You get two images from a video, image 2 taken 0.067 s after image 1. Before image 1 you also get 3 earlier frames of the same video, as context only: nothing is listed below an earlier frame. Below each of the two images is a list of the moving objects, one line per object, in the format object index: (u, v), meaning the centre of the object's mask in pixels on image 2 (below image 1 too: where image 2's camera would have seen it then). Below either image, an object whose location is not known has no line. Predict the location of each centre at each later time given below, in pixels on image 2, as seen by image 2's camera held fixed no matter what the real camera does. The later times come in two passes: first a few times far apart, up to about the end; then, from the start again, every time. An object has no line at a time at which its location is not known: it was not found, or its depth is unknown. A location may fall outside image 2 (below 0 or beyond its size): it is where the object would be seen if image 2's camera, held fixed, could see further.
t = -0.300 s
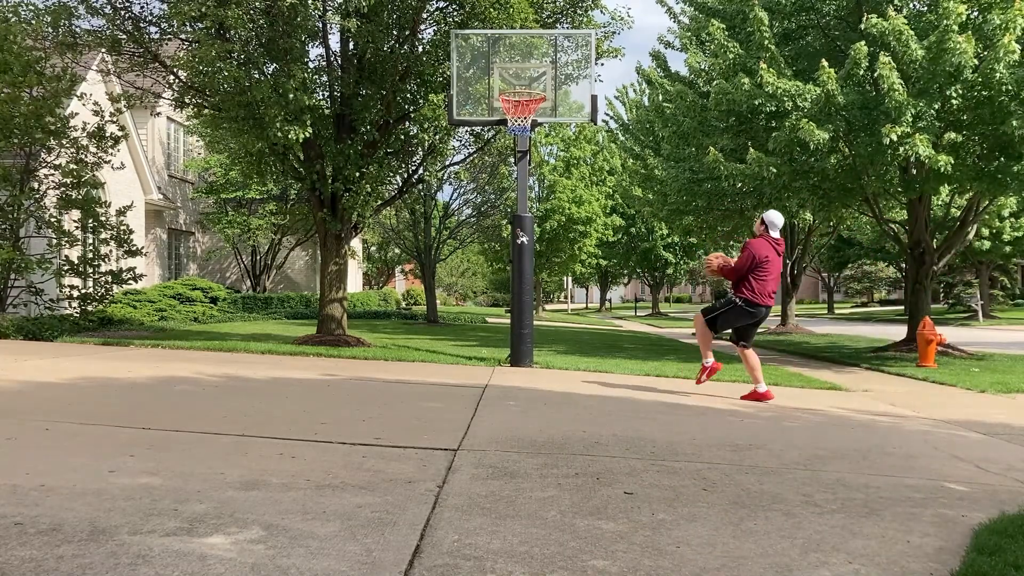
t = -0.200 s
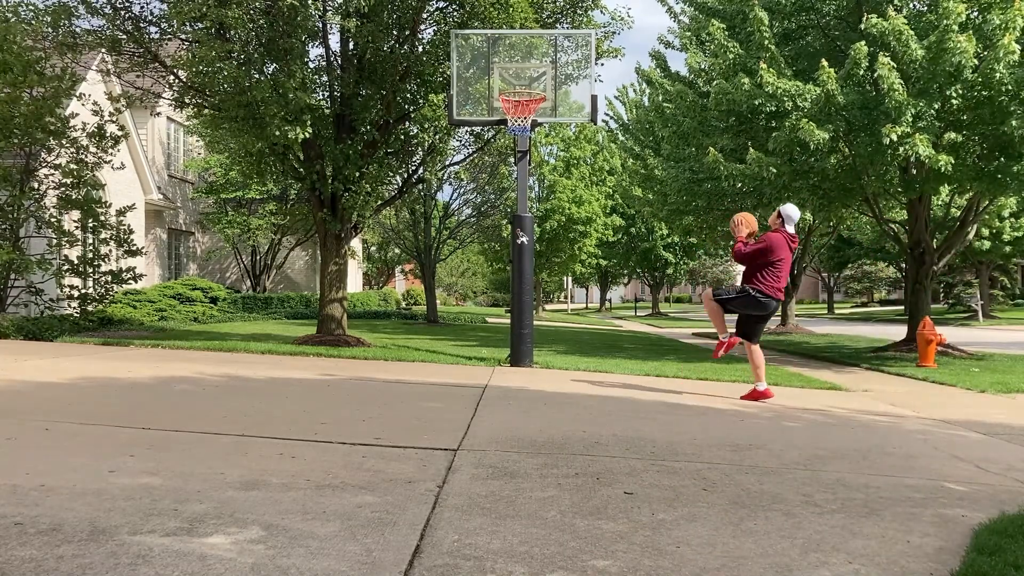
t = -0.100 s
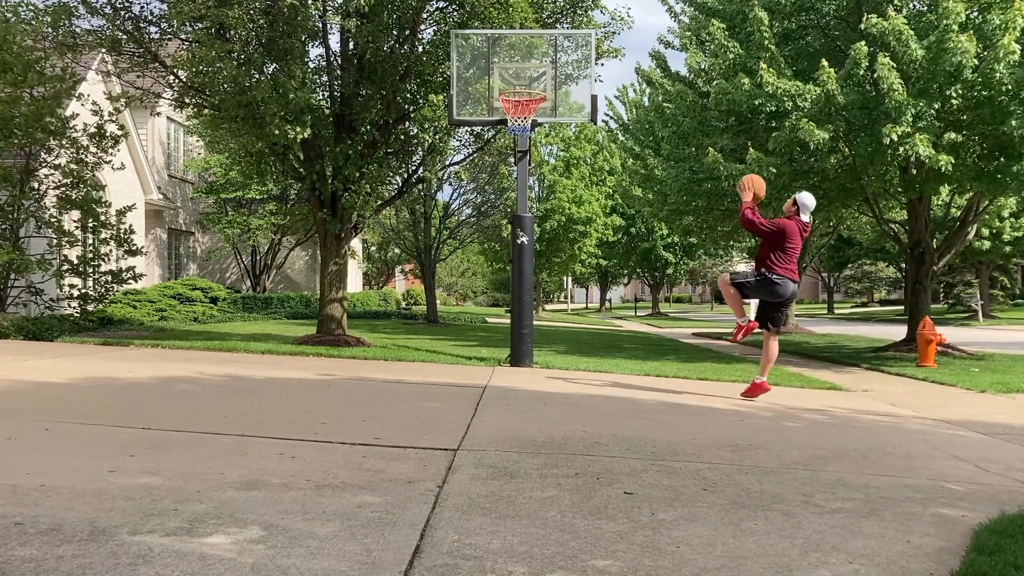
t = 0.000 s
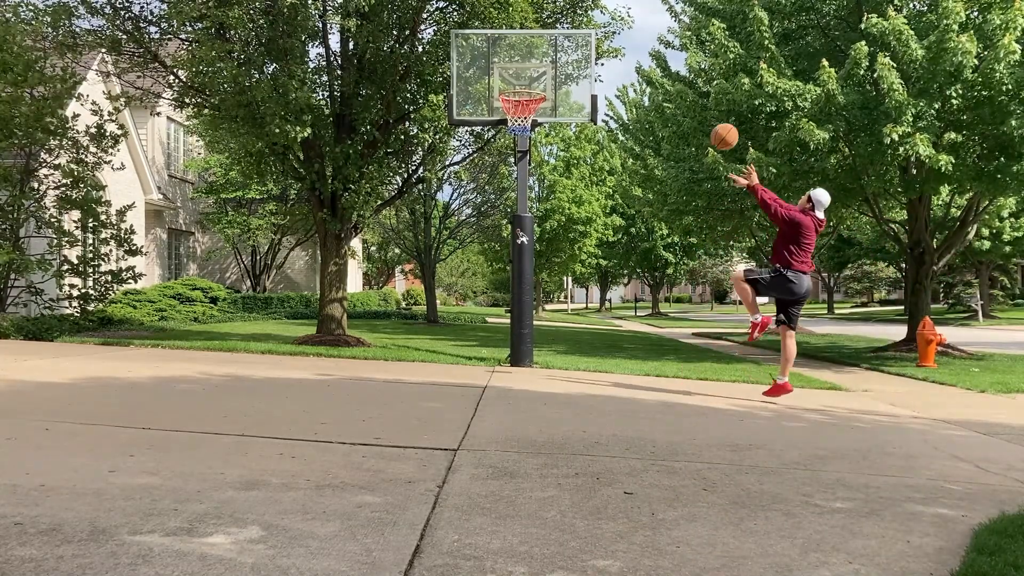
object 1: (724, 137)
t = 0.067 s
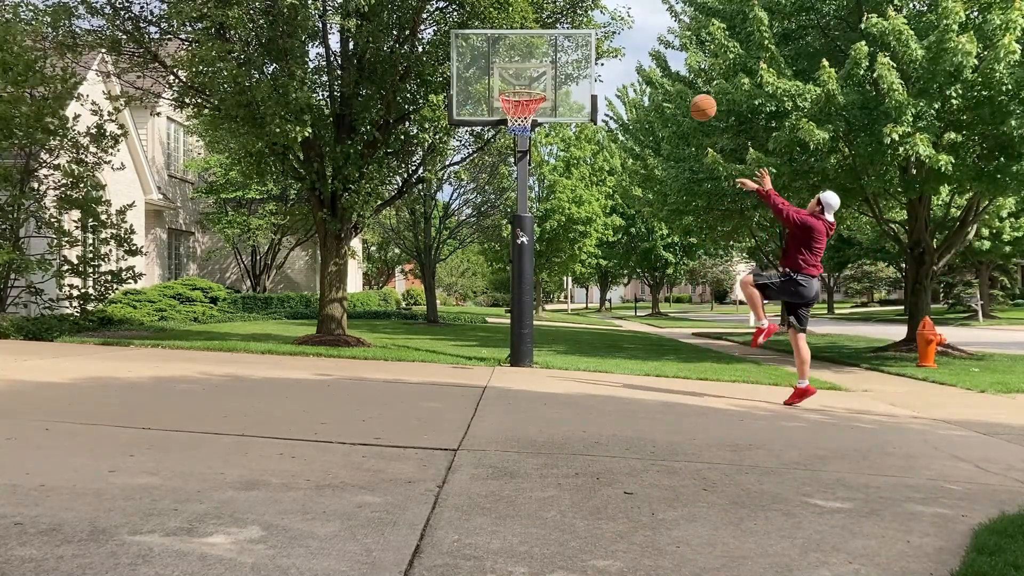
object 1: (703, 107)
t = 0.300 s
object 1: (633, 48)
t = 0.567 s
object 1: (564, 48)
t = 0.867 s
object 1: (518, 103)
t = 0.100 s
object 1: (693, 95)
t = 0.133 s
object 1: (682, 84)
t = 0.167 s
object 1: (672, 74)
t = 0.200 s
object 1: (662, 66)
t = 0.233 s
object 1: (653, 59)
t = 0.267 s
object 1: (643, 53)
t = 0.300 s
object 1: (633, 48)
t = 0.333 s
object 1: (624, 44)
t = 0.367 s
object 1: (615, 41)
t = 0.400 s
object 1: (606, 40)
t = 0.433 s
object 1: (598, 40)
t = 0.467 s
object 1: (589, 40)
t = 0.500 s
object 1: (580, 41)
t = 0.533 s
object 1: (572, 44)
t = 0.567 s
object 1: (564, 48)
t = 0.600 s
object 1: (556, 52)
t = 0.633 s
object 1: (548, 58)
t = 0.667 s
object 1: (544, 61)
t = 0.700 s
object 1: (540, 64)
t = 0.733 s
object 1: (536, 70)
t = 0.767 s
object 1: (531, 76)
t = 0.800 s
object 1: (526, 81)
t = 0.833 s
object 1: (521, 91)
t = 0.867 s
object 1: (518, 103)
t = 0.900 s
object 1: (517, 110)
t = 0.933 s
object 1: (517, 116)
